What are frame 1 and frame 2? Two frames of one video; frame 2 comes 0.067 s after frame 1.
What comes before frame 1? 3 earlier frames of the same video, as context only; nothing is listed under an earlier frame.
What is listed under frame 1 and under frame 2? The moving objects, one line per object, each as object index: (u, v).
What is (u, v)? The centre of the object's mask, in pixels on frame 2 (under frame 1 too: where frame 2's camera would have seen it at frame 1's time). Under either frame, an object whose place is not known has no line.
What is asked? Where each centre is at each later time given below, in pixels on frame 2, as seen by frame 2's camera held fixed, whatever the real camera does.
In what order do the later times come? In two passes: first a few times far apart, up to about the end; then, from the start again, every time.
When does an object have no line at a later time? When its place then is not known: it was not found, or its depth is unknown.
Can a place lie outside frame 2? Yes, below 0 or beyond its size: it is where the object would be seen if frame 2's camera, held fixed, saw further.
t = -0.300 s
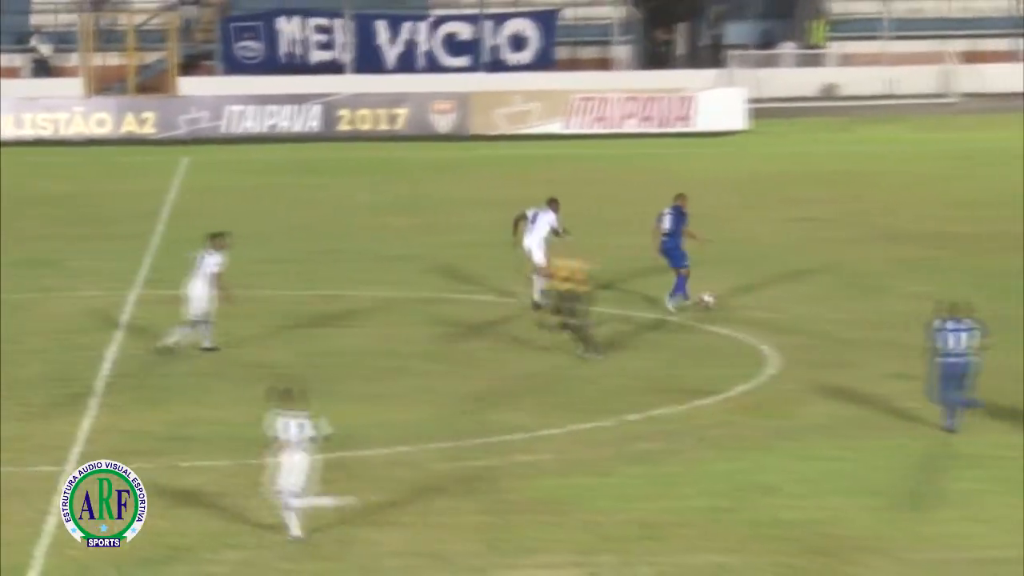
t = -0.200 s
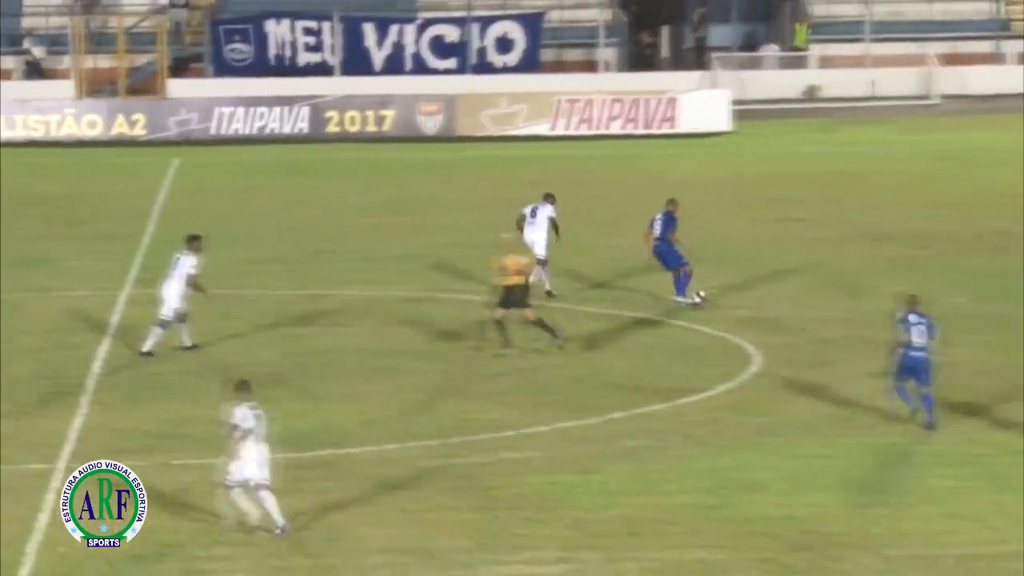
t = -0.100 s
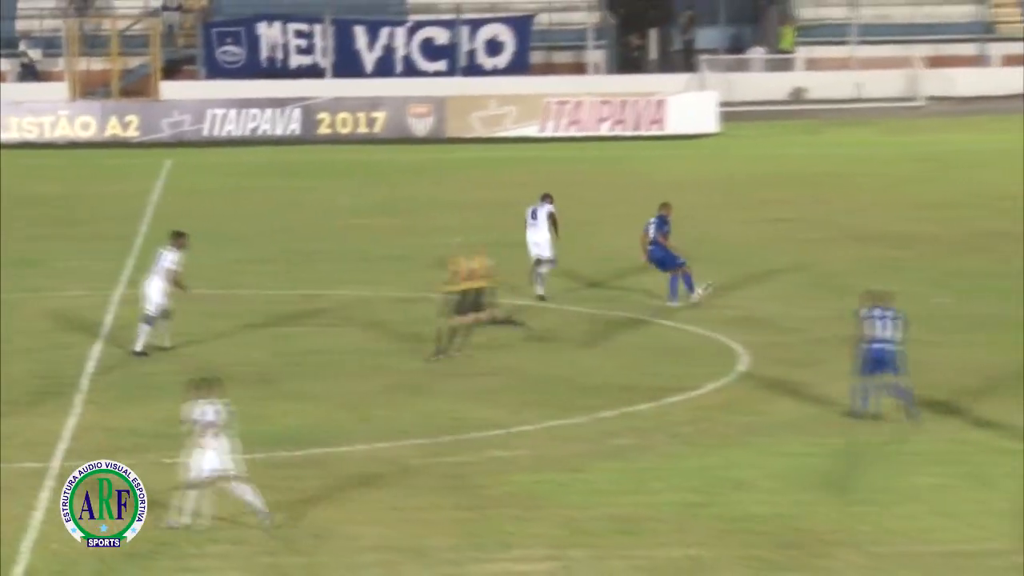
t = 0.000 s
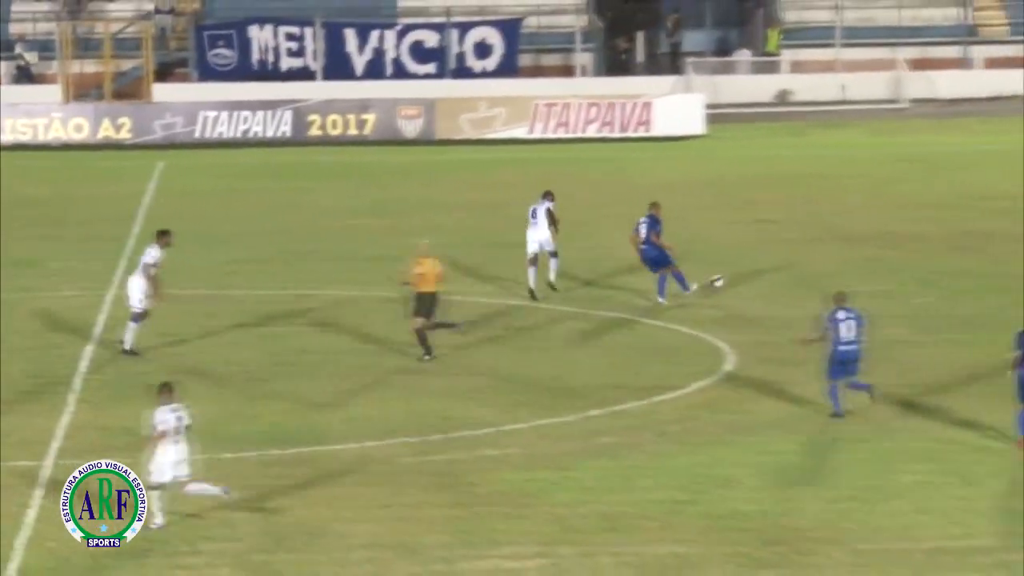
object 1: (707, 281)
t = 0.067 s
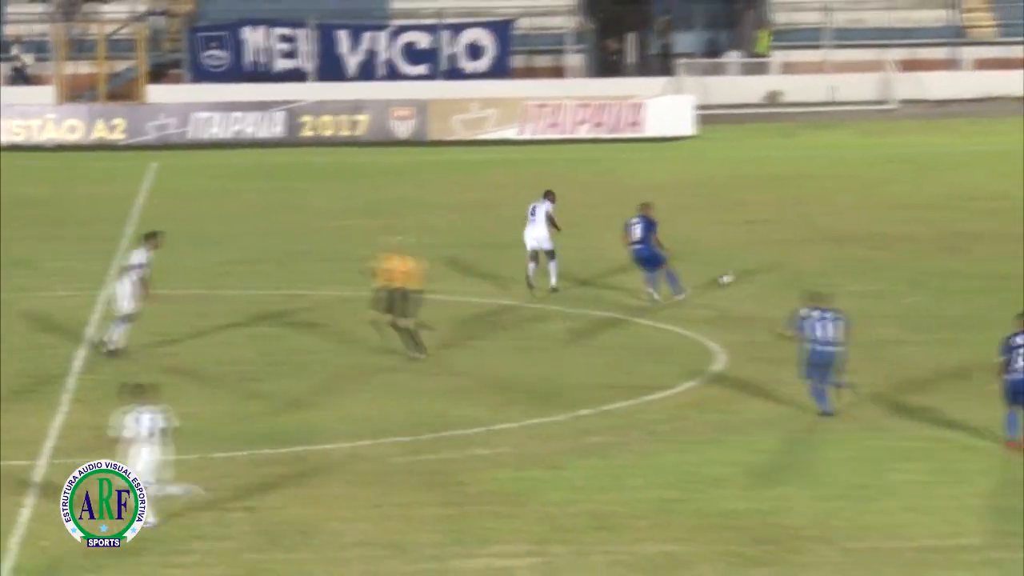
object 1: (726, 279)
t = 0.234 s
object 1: (763, 263)
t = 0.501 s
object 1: (812, 250)
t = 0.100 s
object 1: (734, 276)
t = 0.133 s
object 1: (741, 273)
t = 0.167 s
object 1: (749, 270)
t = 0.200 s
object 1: (755, 265)
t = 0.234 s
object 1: (763, 263)
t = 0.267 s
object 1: (769, 262)
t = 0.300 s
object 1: (776, 261)
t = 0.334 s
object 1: (784, 261)
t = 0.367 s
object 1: (790, 259)
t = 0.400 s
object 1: (796, 255)
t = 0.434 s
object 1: (801, 253)
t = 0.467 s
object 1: (806, 252)
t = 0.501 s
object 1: (812, 250)
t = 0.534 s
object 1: (818, 249)
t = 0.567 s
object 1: (823, 247)
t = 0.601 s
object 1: (828, 245)
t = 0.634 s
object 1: (832, 243)
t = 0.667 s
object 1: (837, 242)
